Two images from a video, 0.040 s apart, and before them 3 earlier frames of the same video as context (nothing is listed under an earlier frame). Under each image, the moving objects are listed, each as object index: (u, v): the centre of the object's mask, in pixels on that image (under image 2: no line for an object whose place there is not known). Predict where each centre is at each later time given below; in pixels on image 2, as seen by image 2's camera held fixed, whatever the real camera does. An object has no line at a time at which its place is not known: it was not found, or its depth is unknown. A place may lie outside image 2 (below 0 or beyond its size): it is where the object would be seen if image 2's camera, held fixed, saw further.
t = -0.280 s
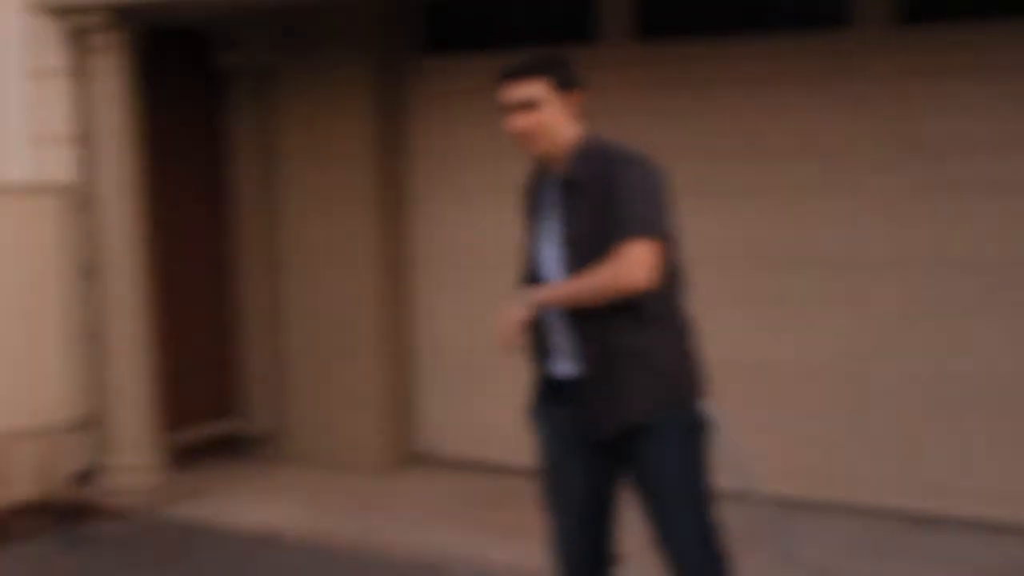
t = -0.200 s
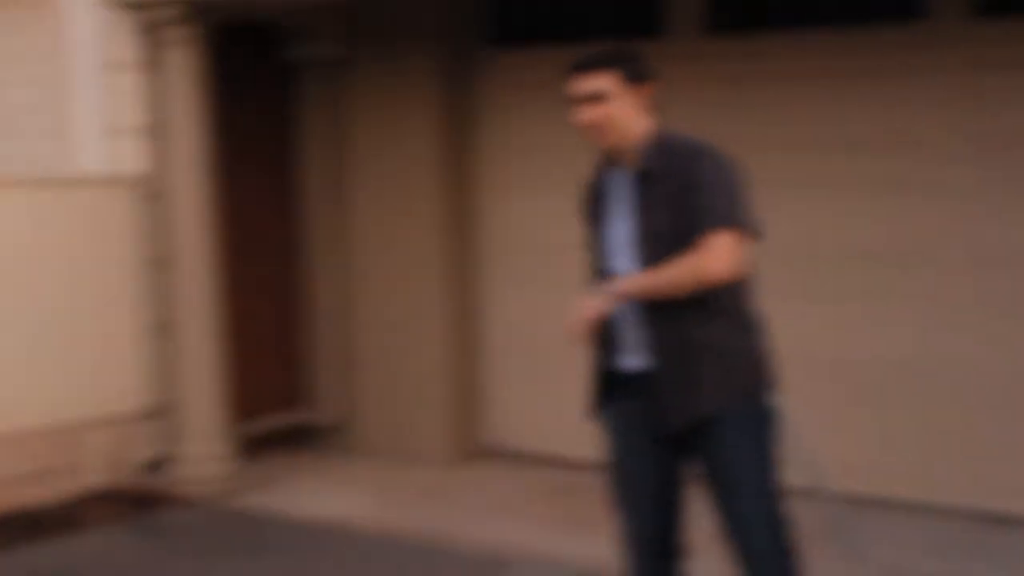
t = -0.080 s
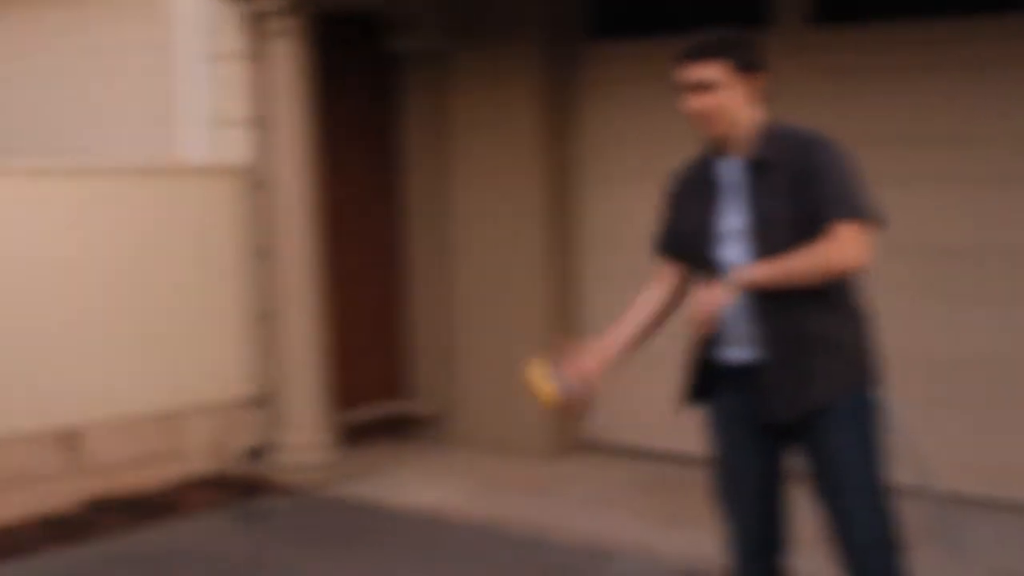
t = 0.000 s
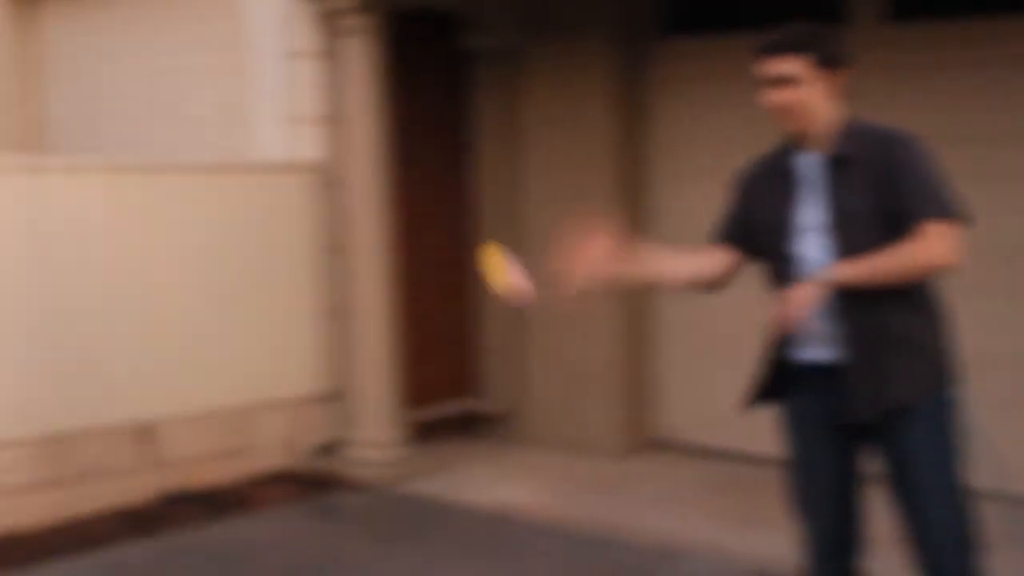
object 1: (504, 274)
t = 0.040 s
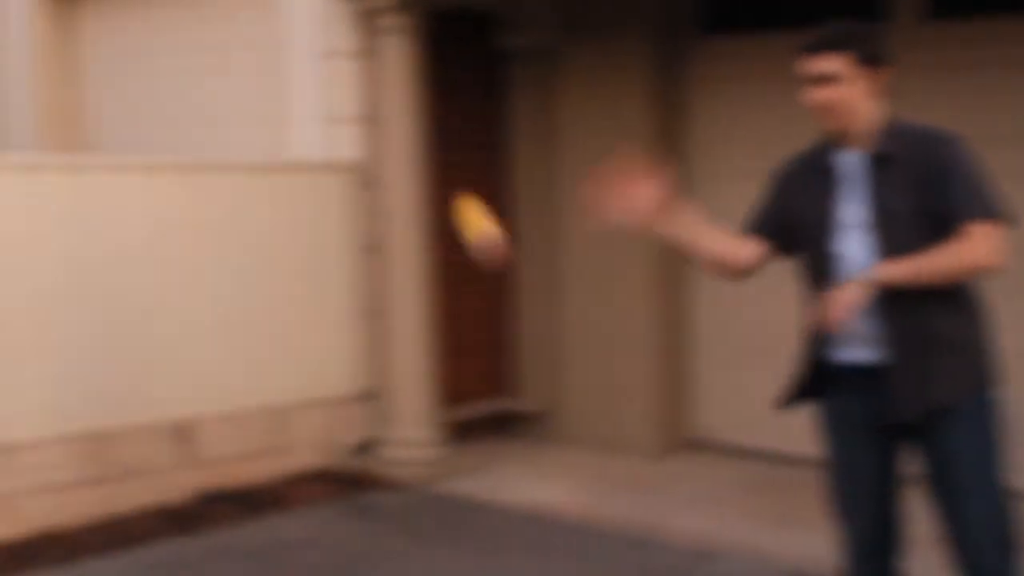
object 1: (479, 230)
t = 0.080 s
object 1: (412, 182)
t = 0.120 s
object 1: (337, 143)
